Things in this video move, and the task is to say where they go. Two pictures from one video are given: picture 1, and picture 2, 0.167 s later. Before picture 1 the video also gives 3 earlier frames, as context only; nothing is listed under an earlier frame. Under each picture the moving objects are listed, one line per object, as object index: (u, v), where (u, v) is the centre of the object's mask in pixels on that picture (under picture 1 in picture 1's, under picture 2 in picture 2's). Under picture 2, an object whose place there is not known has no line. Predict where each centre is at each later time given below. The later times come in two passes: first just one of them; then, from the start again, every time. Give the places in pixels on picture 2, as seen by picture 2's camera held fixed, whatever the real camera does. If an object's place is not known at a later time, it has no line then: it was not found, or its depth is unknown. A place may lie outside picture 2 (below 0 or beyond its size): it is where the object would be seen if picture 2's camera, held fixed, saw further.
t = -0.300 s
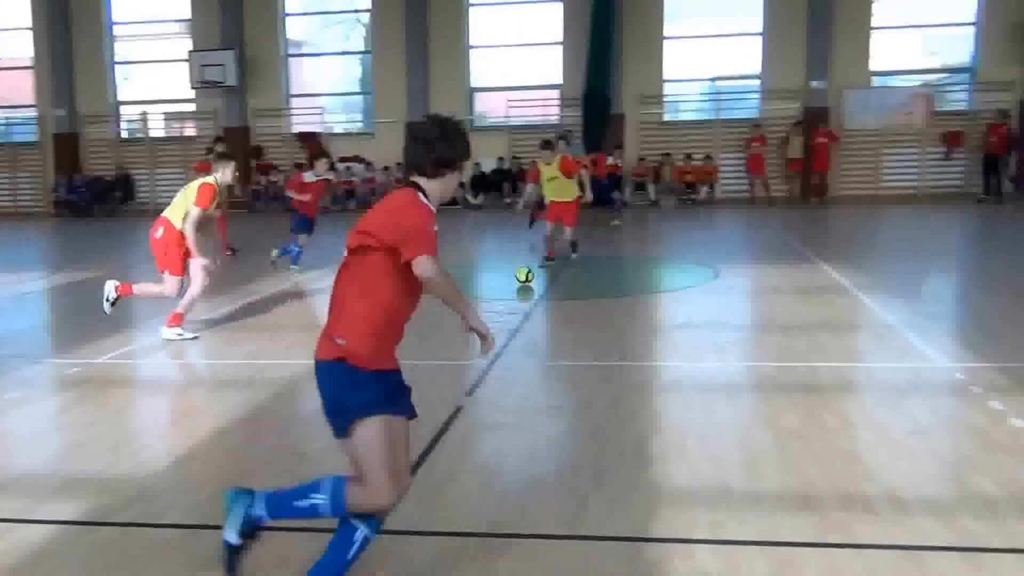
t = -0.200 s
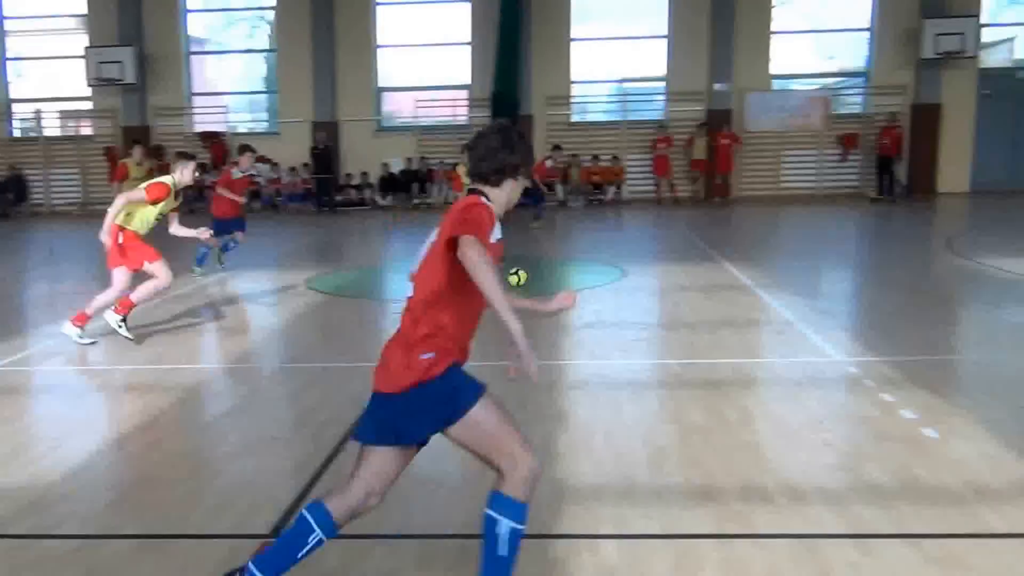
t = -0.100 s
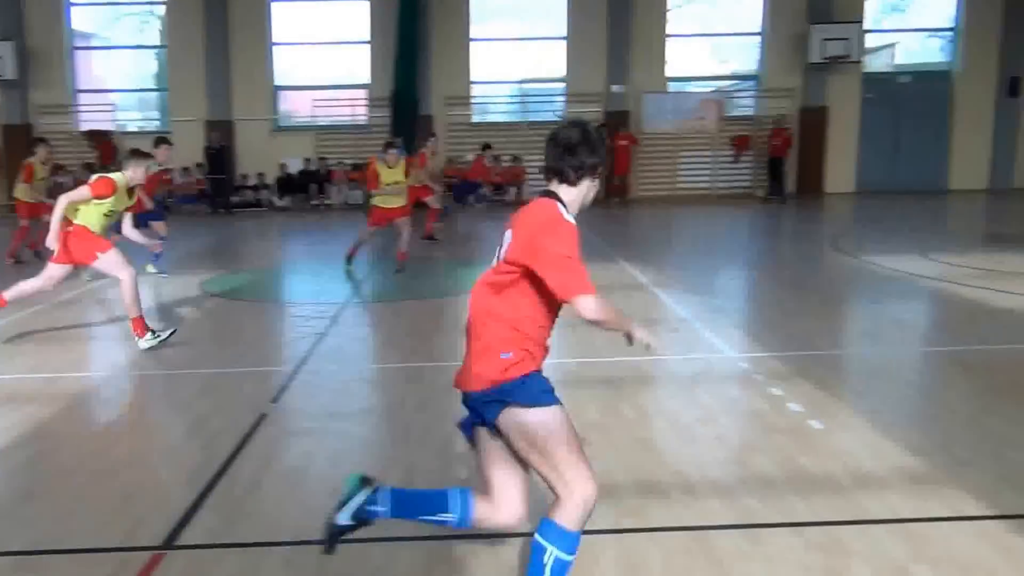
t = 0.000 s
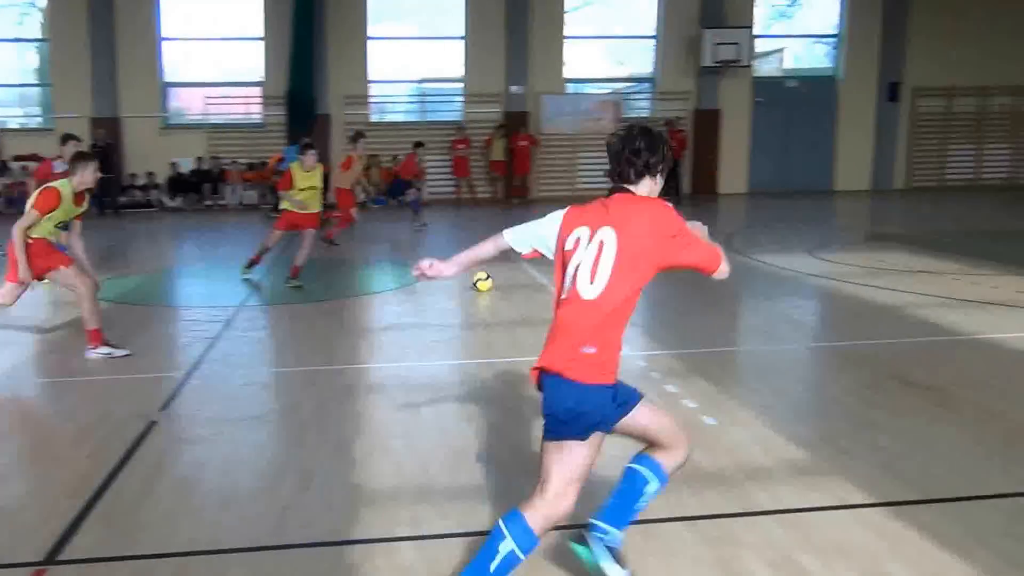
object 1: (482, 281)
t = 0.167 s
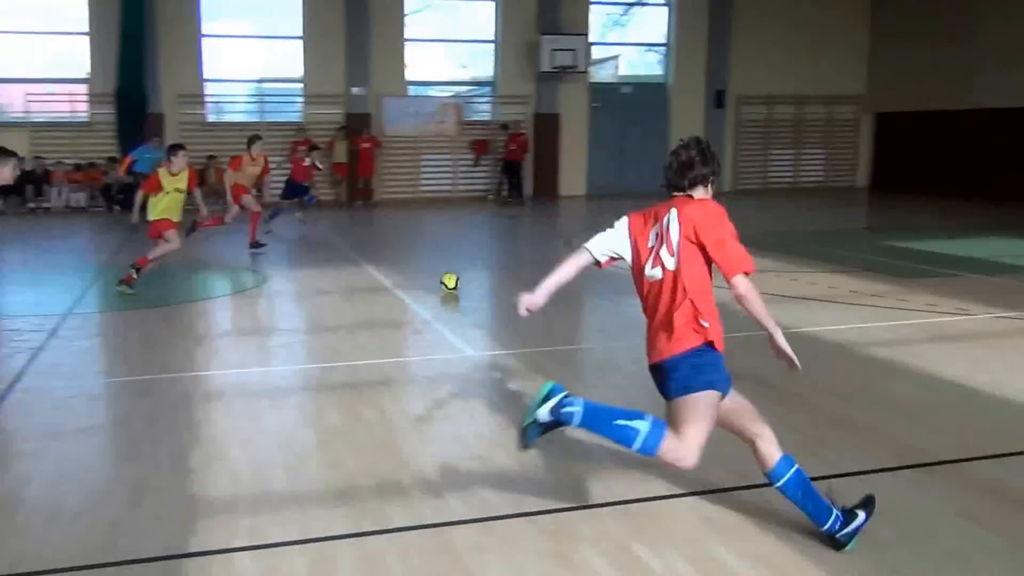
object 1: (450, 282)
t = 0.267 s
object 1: (521, 281)
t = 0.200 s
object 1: (478, 282)
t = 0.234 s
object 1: (506, 281)
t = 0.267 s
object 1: (521, 281)
